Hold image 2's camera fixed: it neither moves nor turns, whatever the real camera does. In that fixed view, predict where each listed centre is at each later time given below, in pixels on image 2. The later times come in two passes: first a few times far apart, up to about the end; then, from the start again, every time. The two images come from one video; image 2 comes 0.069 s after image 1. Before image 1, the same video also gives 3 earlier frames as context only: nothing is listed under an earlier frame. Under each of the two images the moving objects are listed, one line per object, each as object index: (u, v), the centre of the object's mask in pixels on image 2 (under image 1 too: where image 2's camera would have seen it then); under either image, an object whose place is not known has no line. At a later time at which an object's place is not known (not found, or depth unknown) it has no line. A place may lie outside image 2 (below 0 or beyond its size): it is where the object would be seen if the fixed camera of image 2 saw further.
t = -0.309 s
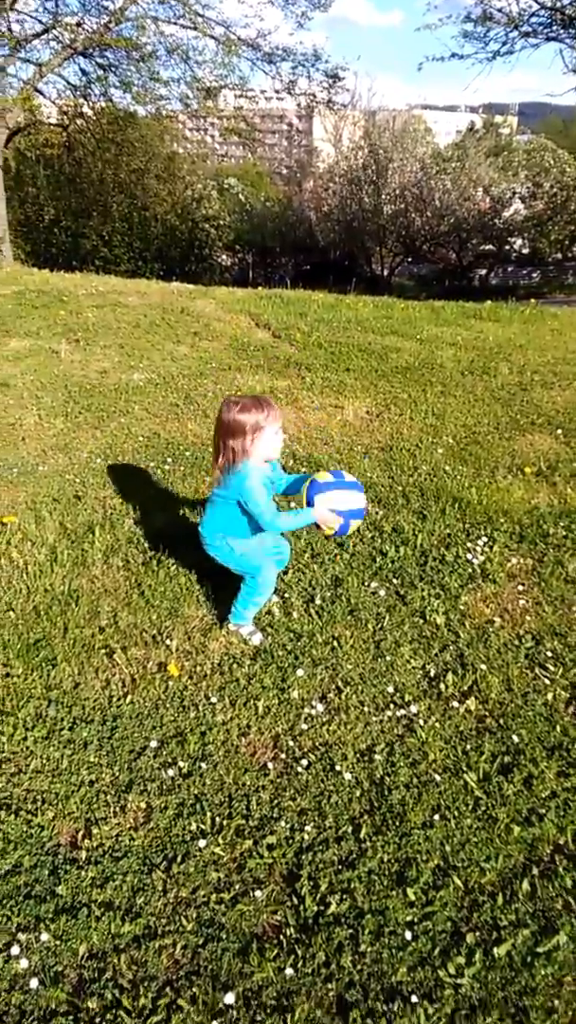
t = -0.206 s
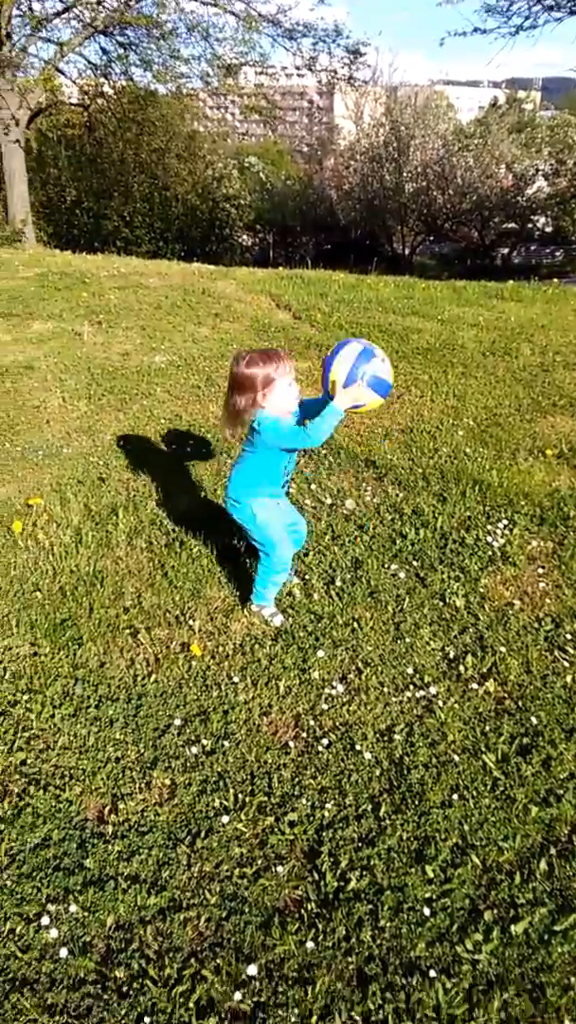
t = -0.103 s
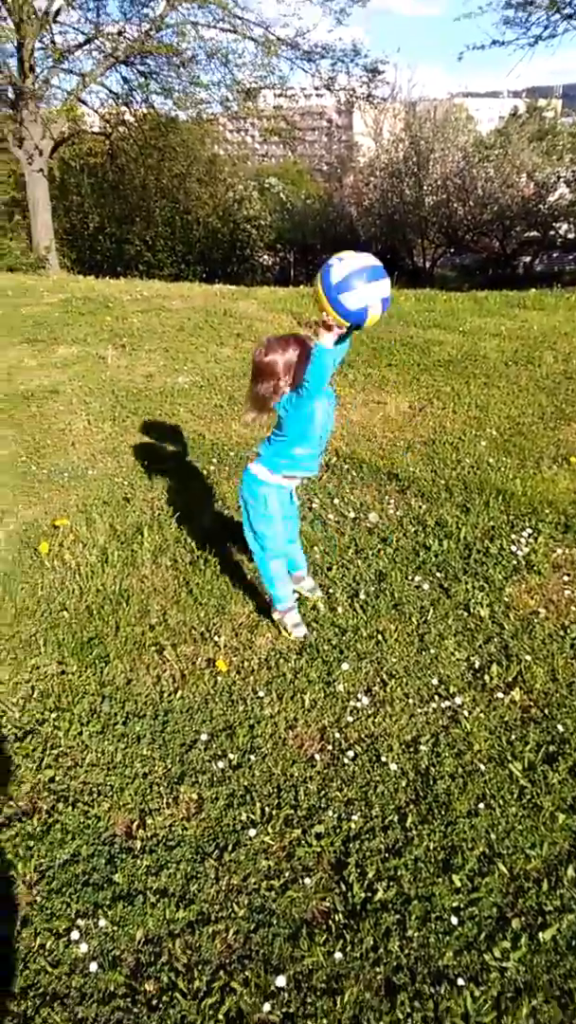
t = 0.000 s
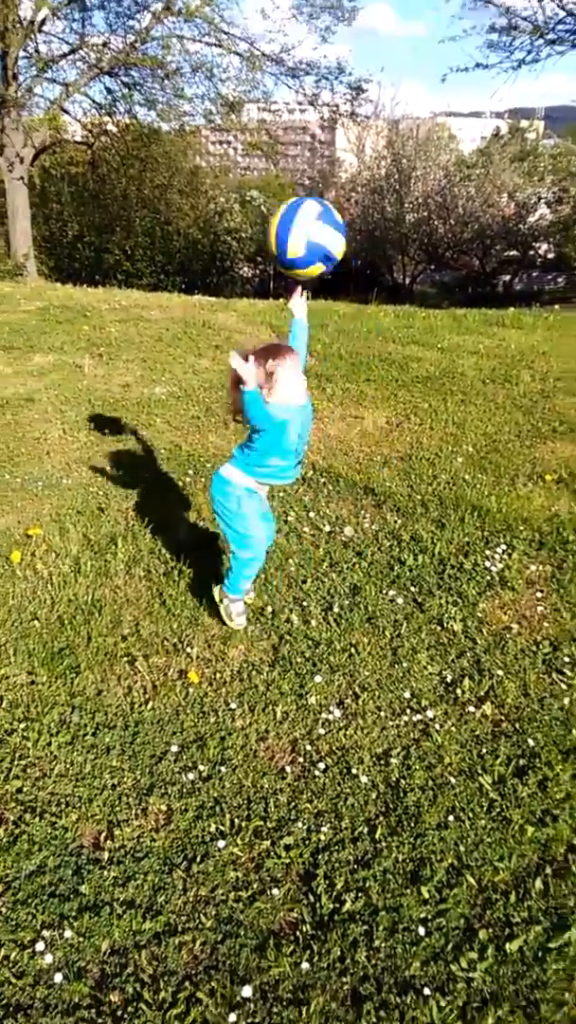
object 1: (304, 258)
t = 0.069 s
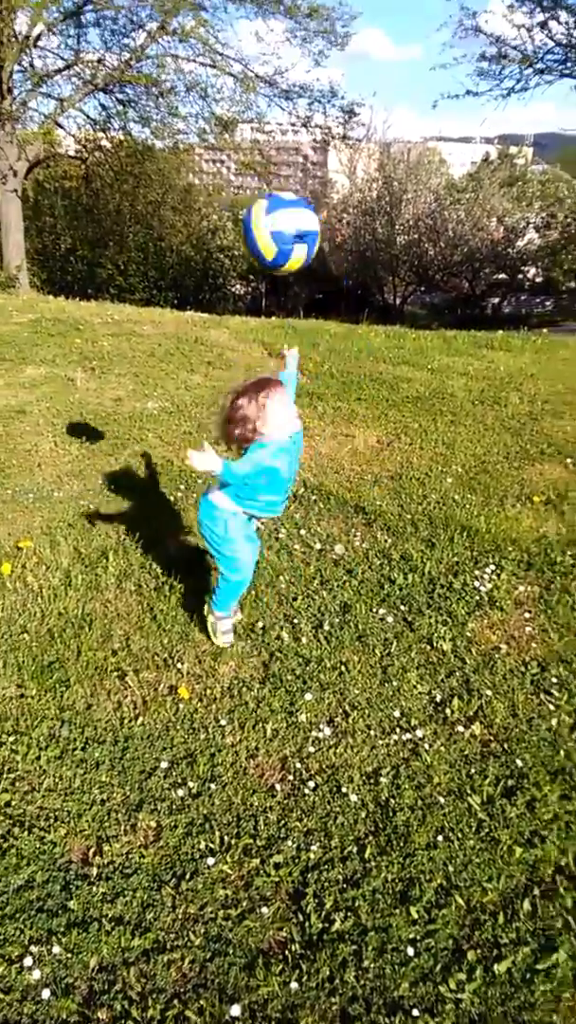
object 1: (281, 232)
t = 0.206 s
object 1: (230, 240)
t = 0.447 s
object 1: (166, 420)
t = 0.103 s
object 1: (272, 223)
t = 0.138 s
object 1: (265, 221)
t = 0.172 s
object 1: (255, 223)
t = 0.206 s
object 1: (230, 240)
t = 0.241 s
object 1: (223, 255)
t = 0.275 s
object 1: (214, 274)
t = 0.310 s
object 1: (202, 296)
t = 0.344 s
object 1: (190, 324)
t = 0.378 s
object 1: (182, 354)
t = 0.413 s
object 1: (174, 387)
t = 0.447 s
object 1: (166, 420)
